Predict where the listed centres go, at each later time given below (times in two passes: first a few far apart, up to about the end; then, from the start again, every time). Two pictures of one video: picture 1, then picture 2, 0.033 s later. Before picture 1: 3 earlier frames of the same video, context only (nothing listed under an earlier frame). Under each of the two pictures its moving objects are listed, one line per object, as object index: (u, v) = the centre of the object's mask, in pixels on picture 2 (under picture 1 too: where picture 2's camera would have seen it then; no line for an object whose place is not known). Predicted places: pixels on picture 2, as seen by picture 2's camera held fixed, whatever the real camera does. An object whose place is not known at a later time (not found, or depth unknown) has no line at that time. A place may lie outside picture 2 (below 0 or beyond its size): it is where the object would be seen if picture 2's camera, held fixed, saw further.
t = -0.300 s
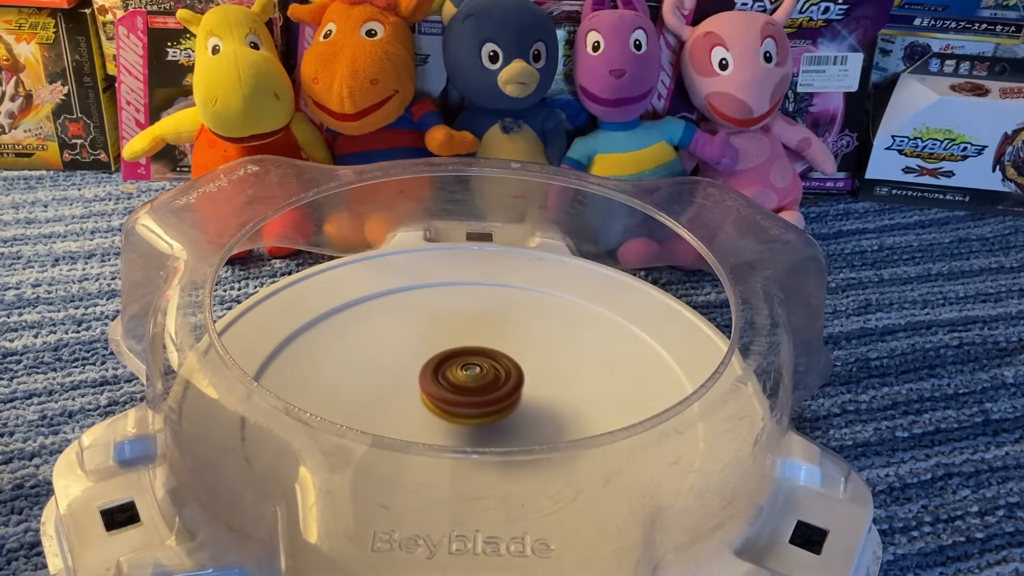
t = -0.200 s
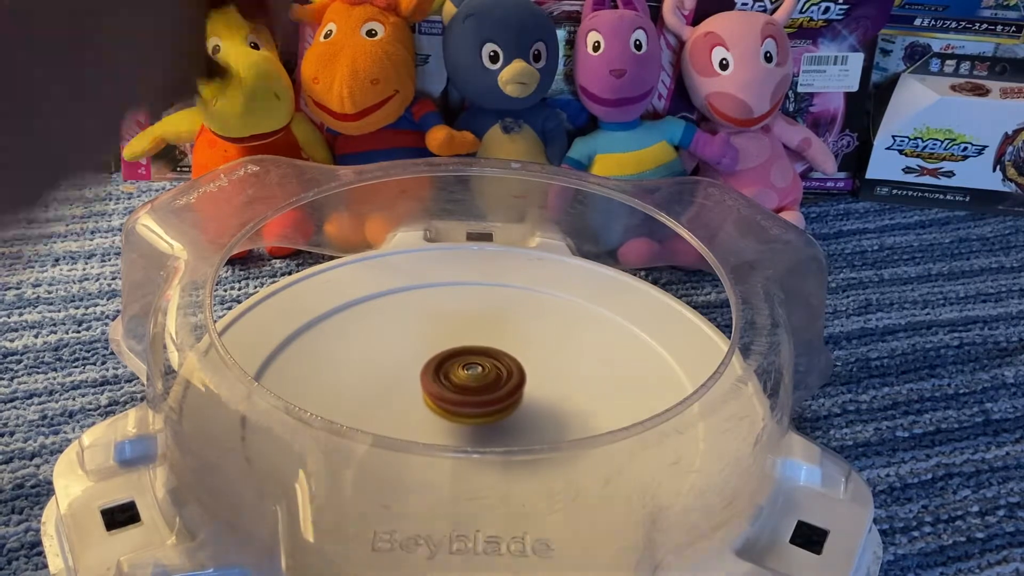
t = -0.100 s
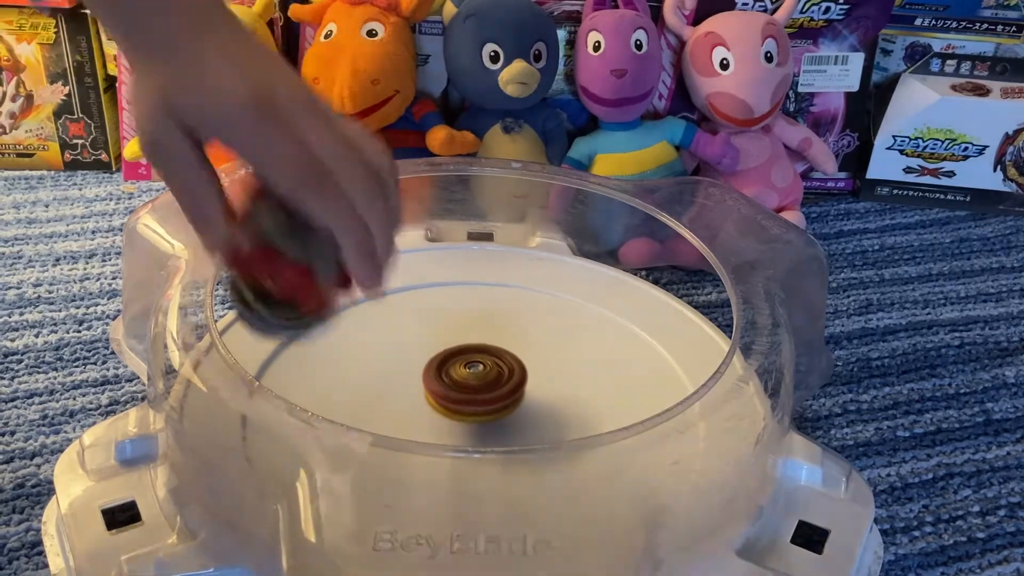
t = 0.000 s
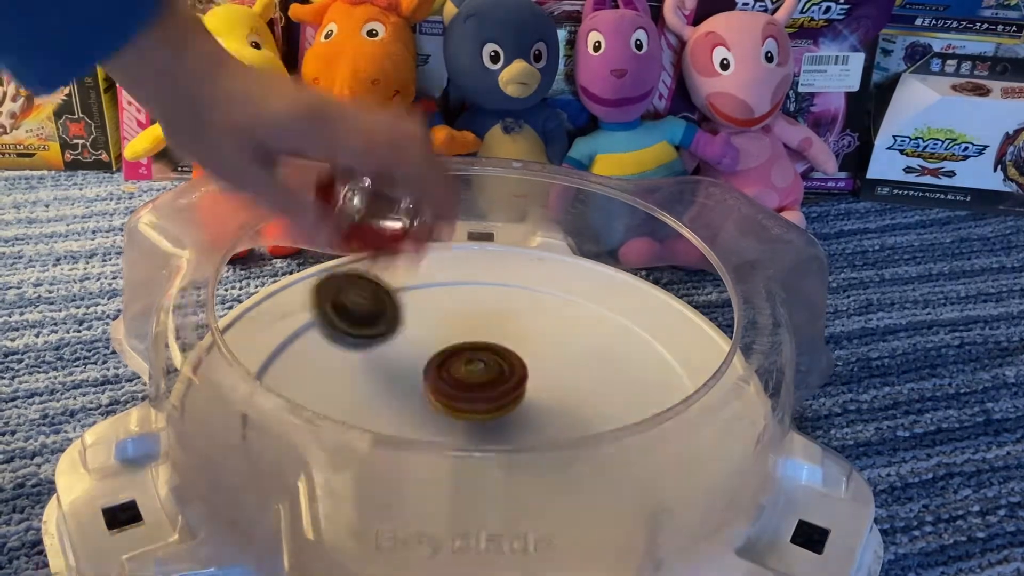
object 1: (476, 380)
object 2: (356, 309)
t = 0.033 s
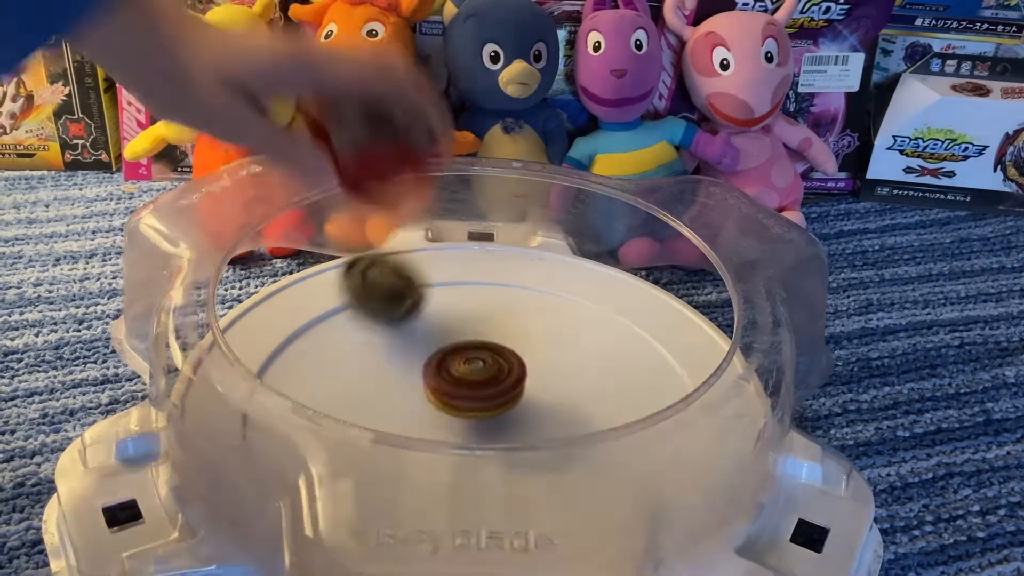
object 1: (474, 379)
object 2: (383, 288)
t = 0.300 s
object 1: (473, 374)
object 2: (582, 257)
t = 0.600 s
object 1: (476, 374)
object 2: (649, 283)
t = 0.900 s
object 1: (466, 374)
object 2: (559, 299)
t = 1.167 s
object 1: (335, 393)
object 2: (535, 273)
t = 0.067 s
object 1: (472, 378)
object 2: (411, 264)
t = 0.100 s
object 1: (472, 377)
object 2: (440, 247)
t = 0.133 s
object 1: (472, 376)
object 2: (465, 234)
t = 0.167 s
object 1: (471, 375)
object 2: (491, 239)
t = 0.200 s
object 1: (472, 374)
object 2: (515, 244)
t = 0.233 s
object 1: (472, 374)
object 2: (538, 251)
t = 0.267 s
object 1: (473, 374)
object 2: (560, 255)
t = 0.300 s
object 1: (473, 374)
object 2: (582, 257)
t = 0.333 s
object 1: (474, 374)
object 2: (601, 257)
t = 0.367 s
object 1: (474, 375)
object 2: (618, 258)
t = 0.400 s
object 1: (474, 375)
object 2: (631, 257)
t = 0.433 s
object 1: (475, 375)
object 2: (643, 258)
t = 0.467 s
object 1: (476, 374)
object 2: (650, 262)
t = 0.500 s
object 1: (476, 374)
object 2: (654, 268)
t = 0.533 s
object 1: (476, 374)
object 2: (654, 275)
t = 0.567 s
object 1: (477, 374)
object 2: (652, 280)
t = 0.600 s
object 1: (476, 374)
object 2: (649, 283)
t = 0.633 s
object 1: (476, 375)
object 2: (645, 285)
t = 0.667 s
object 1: (475, 375)
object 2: (640, 285)
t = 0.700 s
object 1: (474, 375)
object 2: (634, 284)
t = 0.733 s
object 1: (473, 375)
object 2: (627, 283)
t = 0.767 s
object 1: (472, 375)
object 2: (618, 283)
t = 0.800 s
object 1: (471, 375)
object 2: (608, 284)
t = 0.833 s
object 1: (470, 375)
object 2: (594, 289)
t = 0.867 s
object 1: (468, 375)
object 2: (577, 294)
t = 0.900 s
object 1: (466, 374)
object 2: (559, 299)
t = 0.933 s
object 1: (464, 375)
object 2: (540, 307)
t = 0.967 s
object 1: (464, 375)
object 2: (521, 315)
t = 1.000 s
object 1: (446, 387)
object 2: (515, 311)
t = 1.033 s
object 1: (422, 402)
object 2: (519, 300)
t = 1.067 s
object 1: (400, 405)
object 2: (522, 291)
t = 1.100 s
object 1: (378, 404)
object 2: (527, 283)
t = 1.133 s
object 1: (355, 400)
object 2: (531, 277)
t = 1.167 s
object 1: (335, 393)
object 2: (535, 273)
